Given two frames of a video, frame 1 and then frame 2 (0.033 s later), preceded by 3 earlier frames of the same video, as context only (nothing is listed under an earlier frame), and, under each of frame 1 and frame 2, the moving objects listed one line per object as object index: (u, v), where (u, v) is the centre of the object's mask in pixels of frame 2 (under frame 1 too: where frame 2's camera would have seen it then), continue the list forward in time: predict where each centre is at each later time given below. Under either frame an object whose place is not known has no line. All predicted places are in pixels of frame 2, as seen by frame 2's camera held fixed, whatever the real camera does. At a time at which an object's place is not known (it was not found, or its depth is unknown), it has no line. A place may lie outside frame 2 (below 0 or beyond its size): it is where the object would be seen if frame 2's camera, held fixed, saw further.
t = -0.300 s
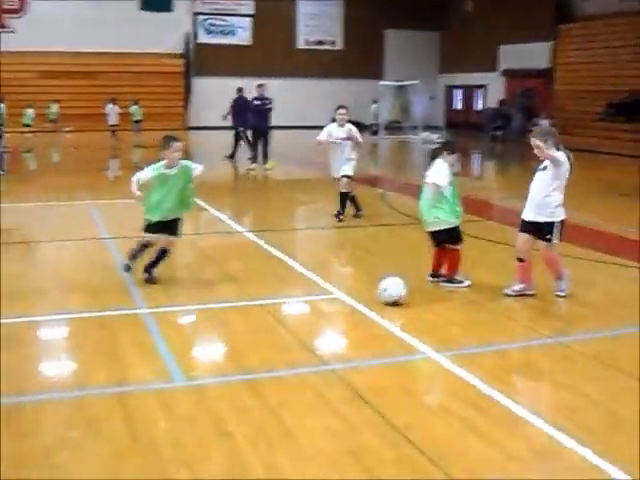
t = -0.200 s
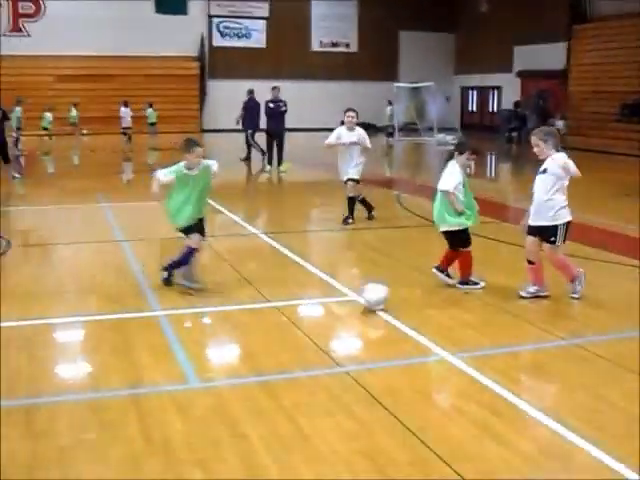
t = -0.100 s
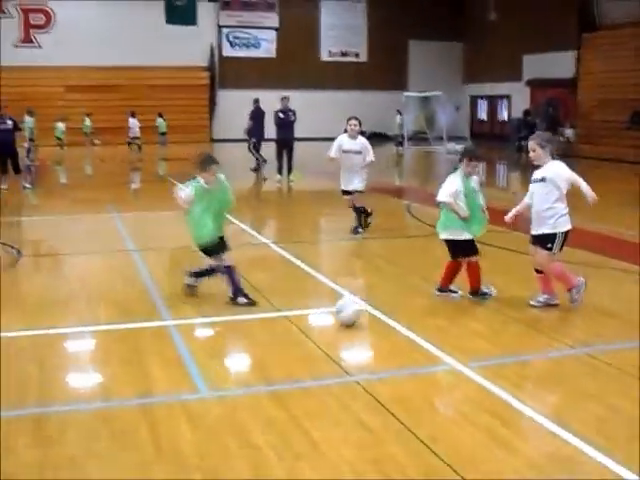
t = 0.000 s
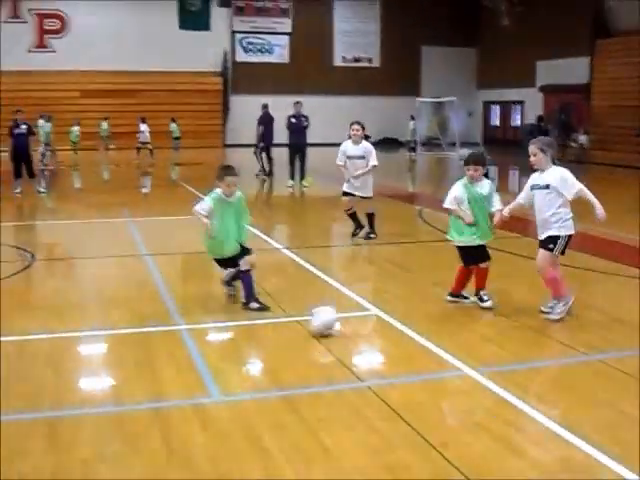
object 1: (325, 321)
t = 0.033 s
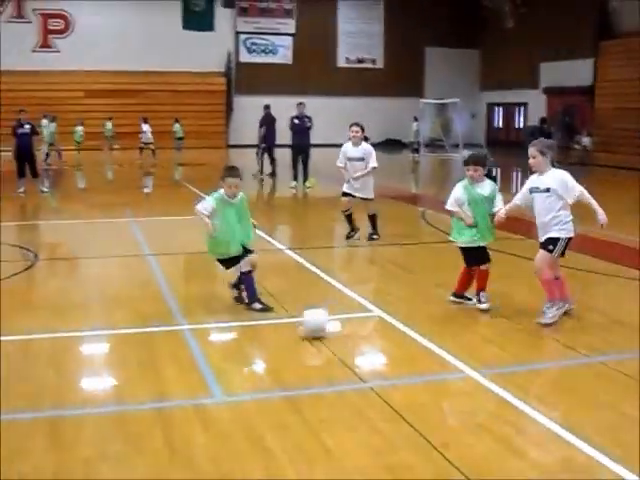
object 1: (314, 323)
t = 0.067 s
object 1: (301, 325)
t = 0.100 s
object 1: (289, 326)
